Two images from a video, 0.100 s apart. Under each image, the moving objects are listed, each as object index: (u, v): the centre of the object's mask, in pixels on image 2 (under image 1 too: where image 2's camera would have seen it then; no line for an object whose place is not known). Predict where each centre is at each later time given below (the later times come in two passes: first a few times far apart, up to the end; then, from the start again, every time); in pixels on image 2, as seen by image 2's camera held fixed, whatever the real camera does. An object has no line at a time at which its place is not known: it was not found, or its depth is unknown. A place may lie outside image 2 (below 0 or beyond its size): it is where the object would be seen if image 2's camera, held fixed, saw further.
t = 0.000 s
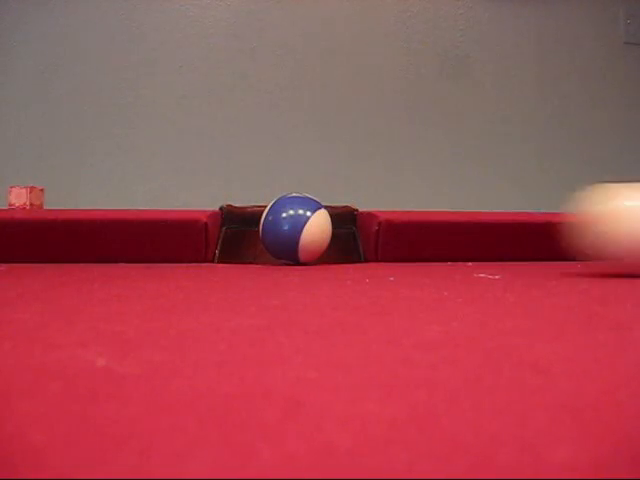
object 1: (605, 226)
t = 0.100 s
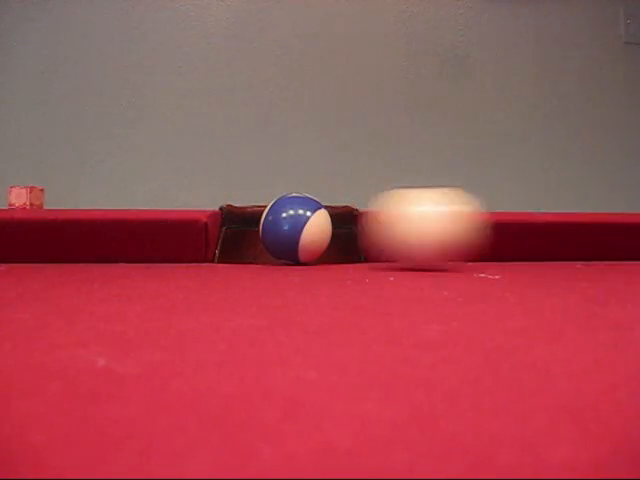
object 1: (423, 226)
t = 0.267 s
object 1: (297, 228)
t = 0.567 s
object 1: (123, 227)
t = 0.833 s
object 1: (12, 227)
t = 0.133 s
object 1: (372, 226)
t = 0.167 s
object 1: (342, 228)
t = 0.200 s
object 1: (331, 228)
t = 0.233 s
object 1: (316, 227)
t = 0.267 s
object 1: (297, 228)
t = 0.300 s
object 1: (277, 228)
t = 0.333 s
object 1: (257, 228)
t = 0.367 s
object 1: (237, 228)
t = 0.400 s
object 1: (217, 227)
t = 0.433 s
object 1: (198, 227)
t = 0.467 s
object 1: (179, 227)
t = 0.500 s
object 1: (160, 227)
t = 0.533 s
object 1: (141, 227)
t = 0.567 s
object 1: (123, 227)
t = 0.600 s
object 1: (105, 227)
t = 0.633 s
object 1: (87, 227)
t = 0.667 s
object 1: (69, 227)
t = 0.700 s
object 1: (51, 227)
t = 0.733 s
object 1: (37, 227)
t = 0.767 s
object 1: (28, 227)
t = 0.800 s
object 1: (20, 227)
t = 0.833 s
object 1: (12, 227)
